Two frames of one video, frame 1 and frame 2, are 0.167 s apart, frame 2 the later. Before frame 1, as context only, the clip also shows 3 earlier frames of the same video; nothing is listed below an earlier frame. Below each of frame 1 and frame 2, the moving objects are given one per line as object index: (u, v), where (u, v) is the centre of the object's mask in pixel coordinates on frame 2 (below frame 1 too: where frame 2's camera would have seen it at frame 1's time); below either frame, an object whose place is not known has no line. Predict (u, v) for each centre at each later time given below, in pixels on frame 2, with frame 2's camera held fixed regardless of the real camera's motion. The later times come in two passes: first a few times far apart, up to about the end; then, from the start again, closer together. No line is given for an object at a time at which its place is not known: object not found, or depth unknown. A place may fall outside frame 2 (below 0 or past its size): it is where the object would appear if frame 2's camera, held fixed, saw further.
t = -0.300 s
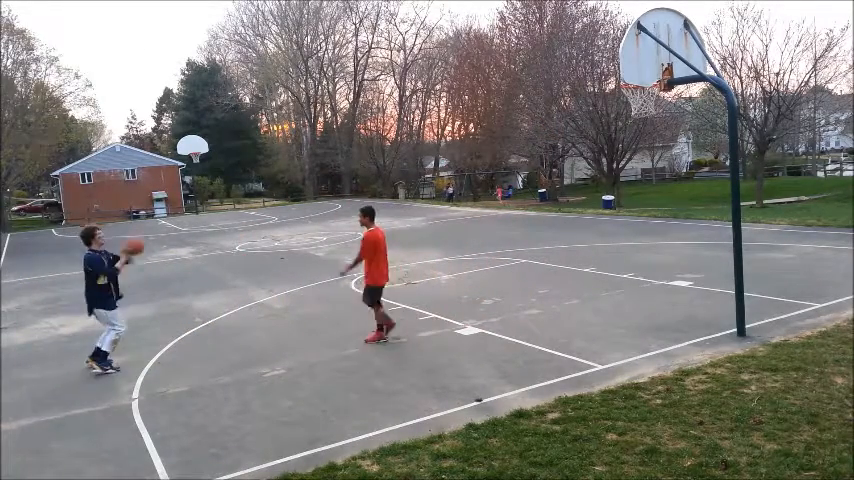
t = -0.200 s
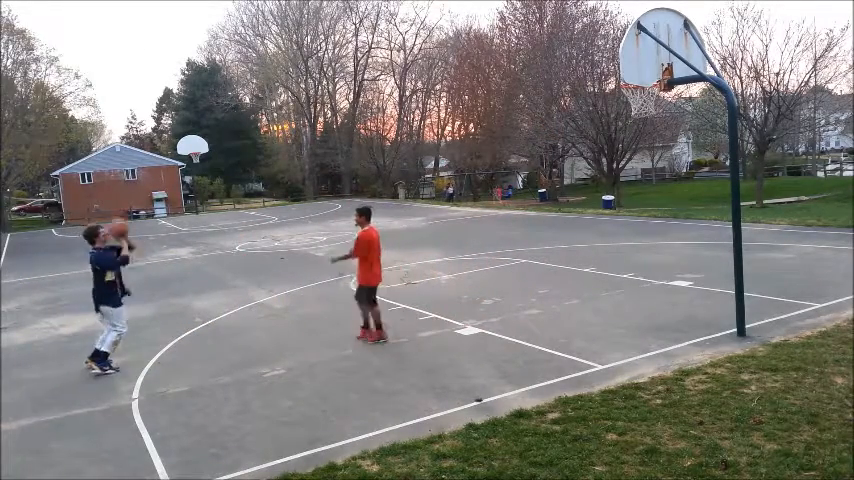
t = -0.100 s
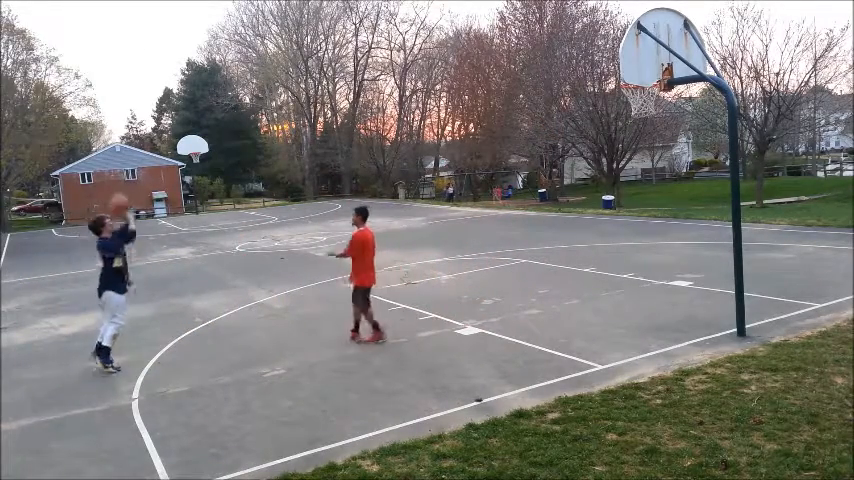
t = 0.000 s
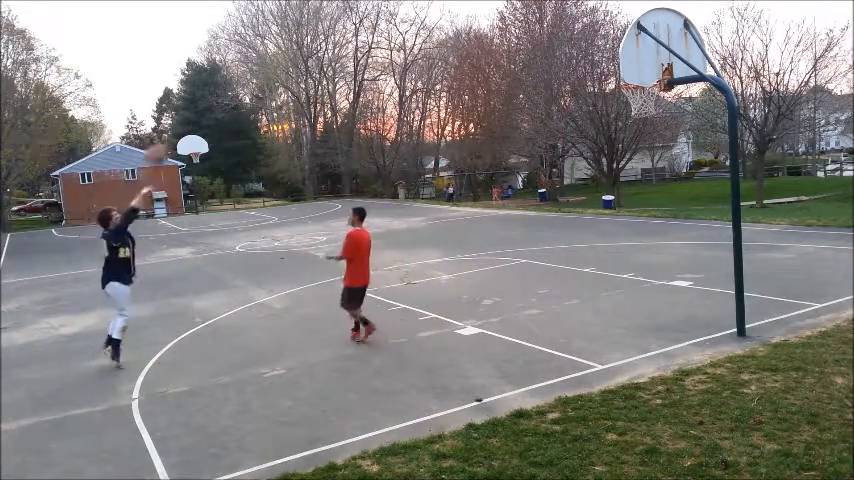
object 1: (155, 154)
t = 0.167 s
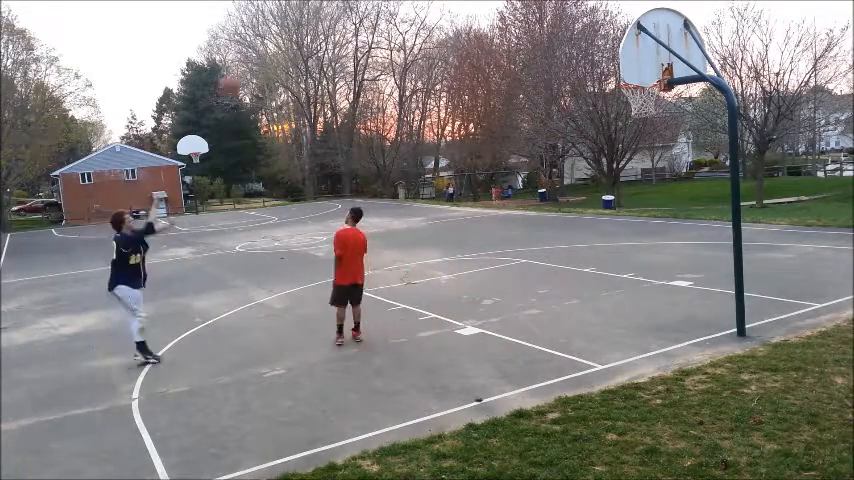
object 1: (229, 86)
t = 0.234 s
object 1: (255, 68)
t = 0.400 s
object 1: (335, 24)
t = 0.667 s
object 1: (460, 7)
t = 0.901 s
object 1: (560, 39)
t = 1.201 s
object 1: (664, 98)
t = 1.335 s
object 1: (690, 120)
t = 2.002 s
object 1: (782, 184)
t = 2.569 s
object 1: (818, 150)
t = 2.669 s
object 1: (823, 157)
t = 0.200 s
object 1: (247, 72)
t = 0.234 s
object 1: (255, 68)
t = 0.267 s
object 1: (277, 55)
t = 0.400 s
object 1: (335, 24)
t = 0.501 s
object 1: (383, 9)
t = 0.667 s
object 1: (460, 7)
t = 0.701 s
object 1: (475, 9)
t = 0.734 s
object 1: (491, 11)
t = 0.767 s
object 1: (504, 16)
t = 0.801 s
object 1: (520, 21)
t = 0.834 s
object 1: (536, 24)
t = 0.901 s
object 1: (560, 39)
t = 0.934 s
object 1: (584, 45)
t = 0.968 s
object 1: (599, 55)
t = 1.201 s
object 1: (664, 98)
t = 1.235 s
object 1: (671, 102)
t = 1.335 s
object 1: (690, 120)
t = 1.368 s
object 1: (696, 128)
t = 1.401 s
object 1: (704, 136)
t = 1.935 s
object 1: (776, 205)
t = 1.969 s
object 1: (776, 194)
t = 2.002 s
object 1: (782, 184)
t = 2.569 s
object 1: (818, 150)
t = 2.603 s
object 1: (823, 155)
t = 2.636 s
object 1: (822, 154)
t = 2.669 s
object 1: (823, 157)
